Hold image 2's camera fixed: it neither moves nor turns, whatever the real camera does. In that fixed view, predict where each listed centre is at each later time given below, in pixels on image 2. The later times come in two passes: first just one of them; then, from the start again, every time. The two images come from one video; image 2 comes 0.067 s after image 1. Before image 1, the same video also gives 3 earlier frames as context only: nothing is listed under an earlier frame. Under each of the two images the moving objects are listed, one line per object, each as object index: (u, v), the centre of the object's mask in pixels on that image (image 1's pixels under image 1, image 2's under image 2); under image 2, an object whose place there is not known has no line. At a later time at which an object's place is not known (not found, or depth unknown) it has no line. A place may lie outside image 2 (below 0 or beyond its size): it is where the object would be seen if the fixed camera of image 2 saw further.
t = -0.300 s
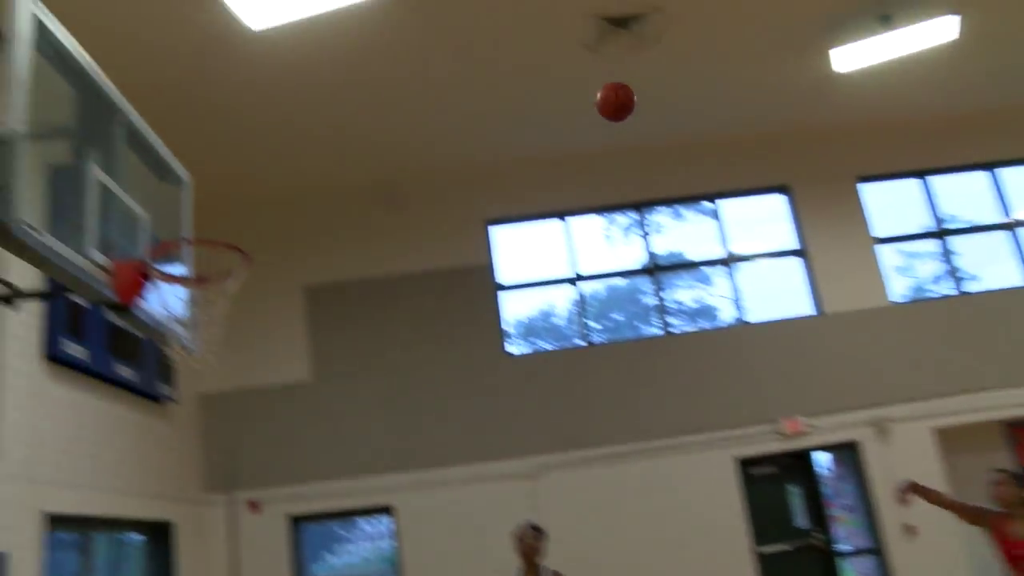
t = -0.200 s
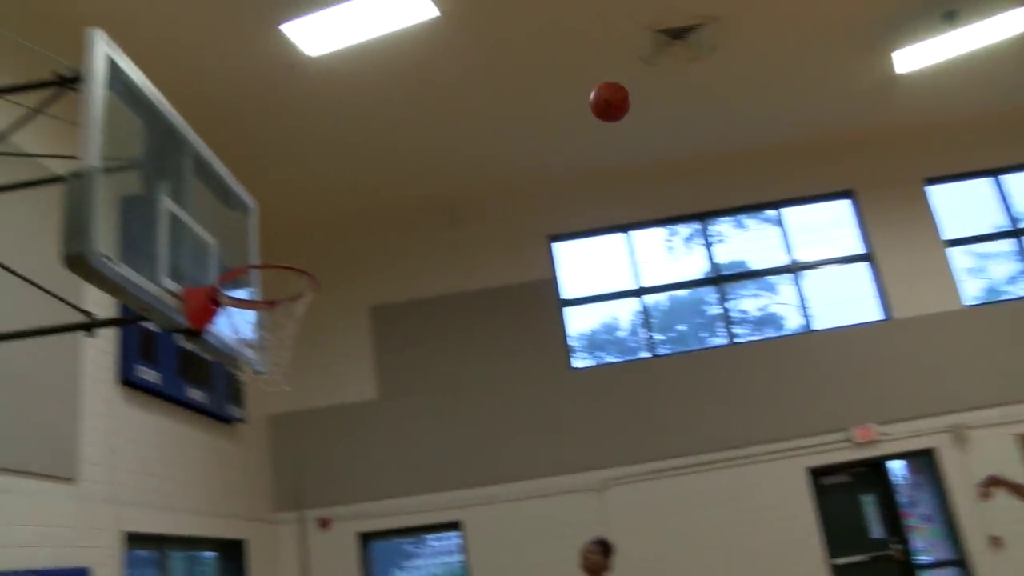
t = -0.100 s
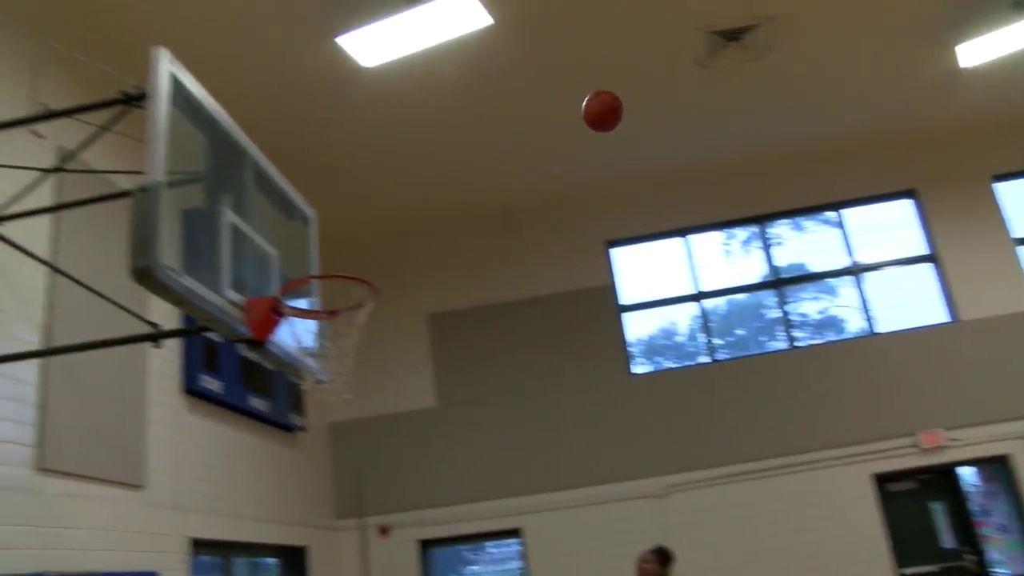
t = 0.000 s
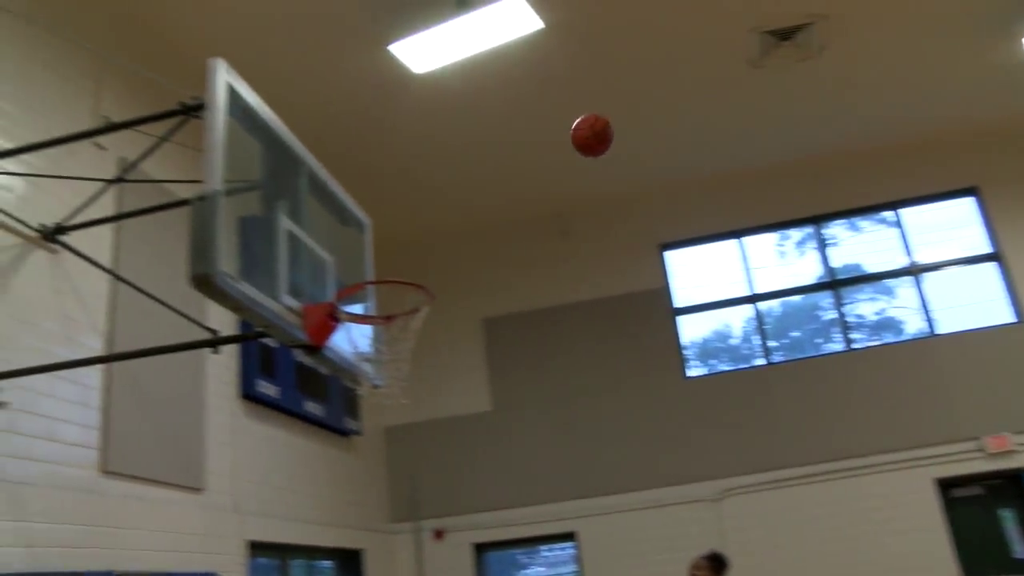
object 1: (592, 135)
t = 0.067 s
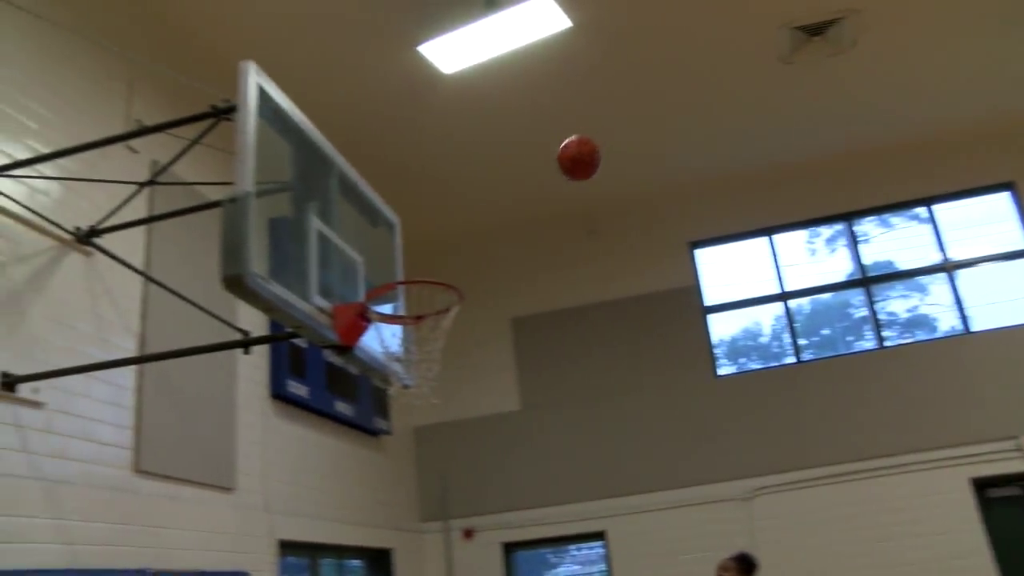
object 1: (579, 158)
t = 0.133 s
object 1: (533, 190)
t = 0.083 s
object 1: (567, 166)
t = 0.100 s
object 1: (555, 173)
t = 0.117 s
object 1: (544, 182)
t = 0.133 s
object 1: (533, 190)
